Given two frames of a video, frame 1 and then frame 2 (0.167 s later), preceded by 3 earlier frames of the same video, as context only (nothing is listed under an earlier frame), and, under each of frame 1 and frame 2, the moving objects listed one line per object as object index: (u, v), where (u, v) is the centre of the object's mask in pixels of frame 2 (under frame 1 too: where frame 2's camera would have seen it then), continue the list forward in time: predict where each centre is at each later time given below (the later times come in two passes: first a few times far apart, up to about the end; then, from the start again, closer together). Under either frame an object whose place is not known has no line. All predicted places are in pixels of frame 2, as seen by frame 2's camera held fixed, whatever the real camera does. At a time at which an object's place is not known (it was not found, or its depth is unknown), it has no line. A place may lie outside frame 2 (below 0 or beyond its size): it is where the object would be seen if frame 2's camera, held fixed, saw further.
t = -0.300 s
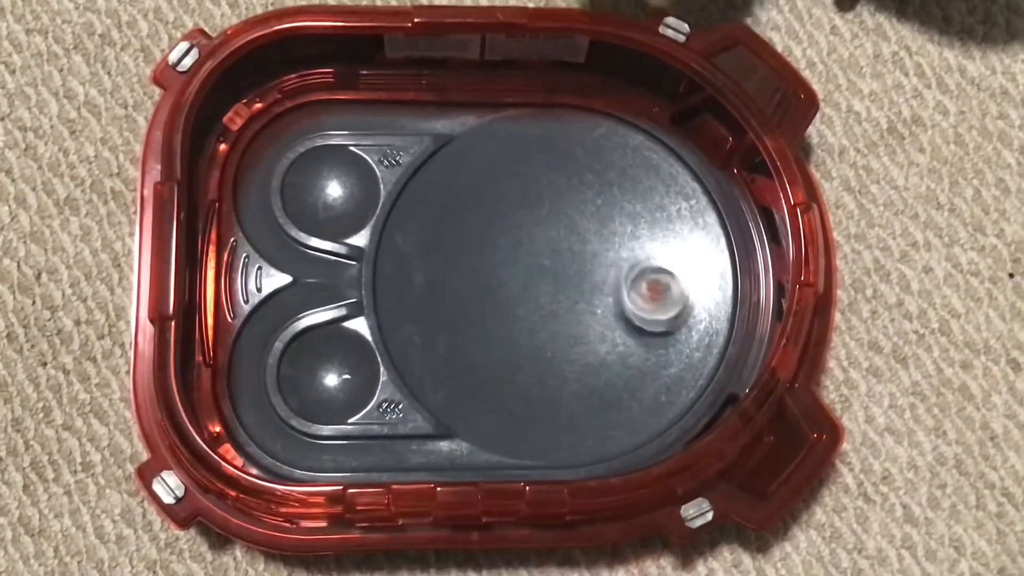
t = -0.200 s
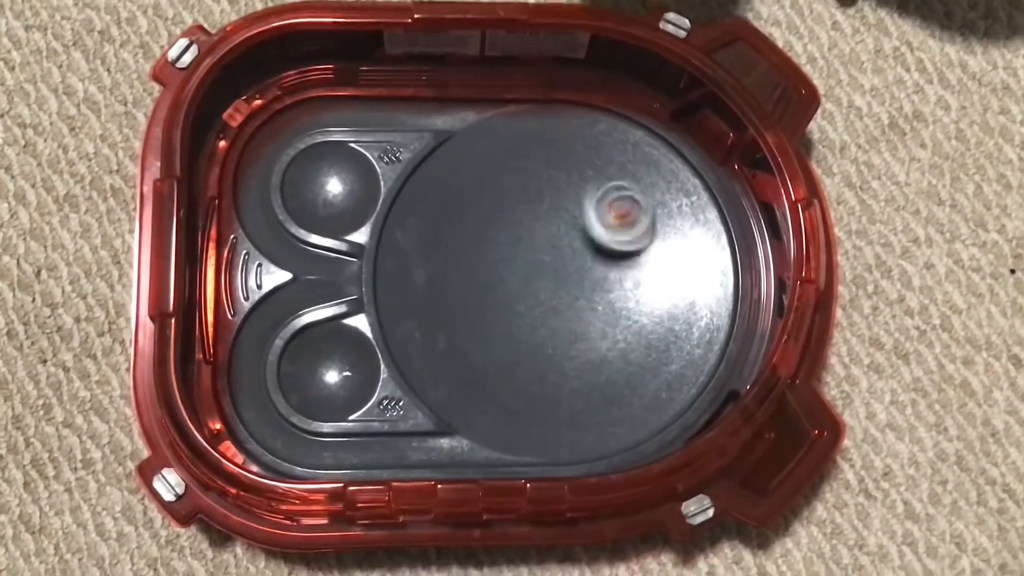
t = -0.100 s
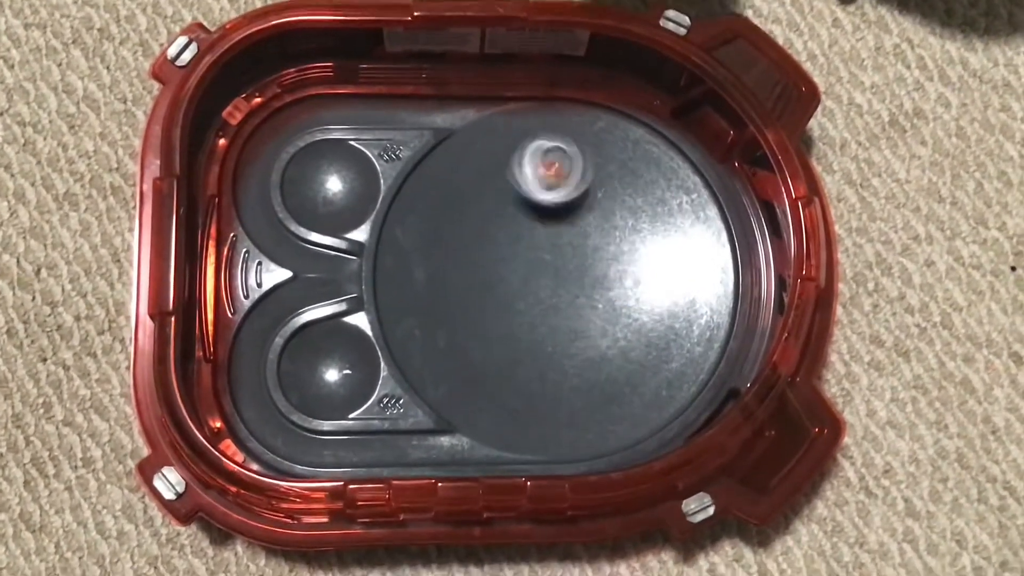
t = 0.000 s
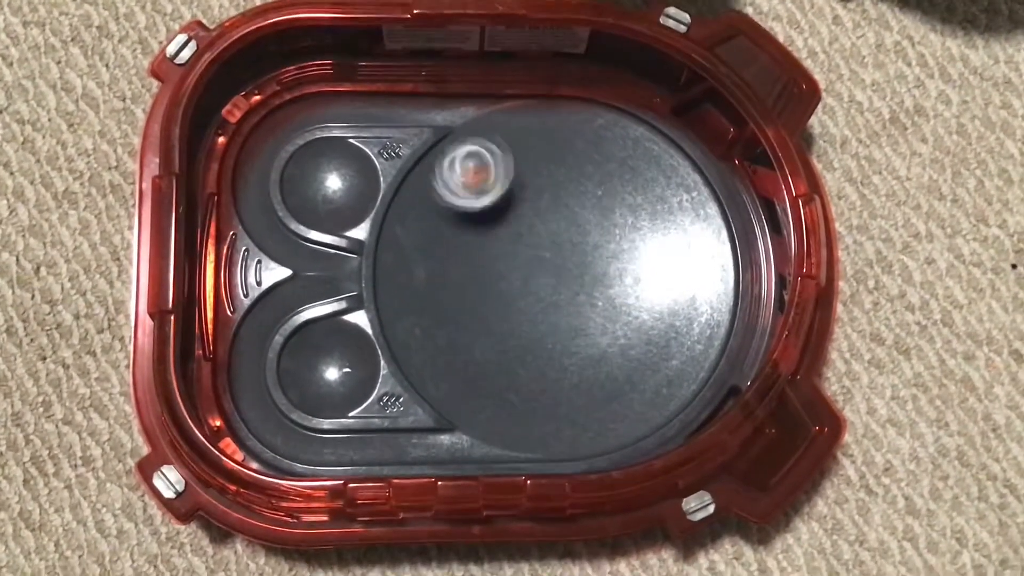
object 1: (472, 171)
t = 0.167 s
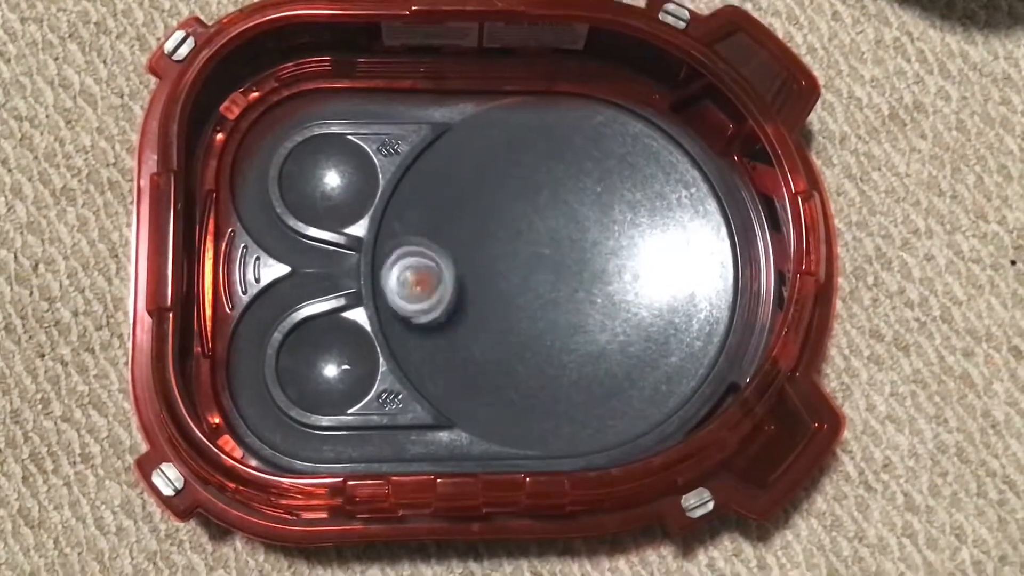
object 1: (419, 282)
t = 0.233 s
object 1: (446, 331)
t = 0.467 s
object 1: (629, 343)
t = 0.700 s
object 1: (666, 184)
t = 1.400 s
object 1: (630, 400)
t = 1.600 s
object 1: (670, 266)
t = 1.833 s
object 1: (531, 163)
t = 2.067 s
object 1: (413, 258)
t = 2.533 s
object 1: (678, 299)
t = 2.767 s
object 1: (633, 155)
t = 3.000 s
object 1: (480, 208)
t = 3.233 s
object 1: (476, 368)
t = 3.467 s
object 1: (620, 389)
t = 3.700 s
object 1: (641, 235)
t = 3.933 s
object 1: (517, 148)
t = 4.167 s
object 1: (440, 260)
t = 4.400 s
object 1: (559, 365)
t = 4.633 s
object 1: (684, 305)
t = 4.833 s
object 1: (637, 195)
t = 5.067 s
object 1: (488, 208)
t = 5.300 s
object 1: (446, 335)
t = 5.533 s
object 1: (576, 374)
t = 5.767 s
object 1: (651, 253)
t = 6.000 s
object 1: (577, 149)
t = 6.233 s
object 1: (476, 234)
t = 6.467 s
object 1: (525, 365)
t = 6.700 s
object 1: (643, 355)
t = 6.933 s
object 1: (616, 228)
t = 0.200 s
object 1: (429, 307)
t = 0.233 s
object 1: (446, 331)
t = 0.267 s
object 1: (469, 348)
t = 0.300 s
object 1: (494, 361)
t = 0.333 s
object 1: (523, 372)
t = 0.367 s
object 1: (551, 374)
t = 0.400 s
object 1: (580, 370)
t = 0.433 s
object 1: (607, 361)
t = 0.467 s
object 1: (629, 343)
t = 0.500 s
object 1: (650, 326)
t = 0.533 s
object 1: (664, 308)
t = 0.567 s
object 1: (675, 284)
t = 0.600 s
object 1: (684, 258)
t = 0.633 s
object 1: (686, 231)
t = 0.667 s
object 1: (678, 208)
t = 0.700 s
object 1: (666, 184)
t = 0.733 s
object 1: (650, 165)
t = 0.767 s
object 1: (627, 147)
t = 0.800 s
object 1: (603, 140)
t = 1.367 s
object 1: (608, 410)
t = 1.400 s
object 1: (630, 400)
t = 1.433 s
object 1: (649, 385)
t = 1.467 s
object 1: (665, 365)
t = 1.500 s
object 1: (674, 341)
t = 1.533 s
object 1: (679, 319)
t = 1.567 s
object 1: (677, 293)
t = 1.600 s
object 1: (670, 266)
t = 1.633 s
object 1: (656, 241)
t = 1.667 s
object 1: (644, 221)
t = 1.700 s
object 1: (625, 201)
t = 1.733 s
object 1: (604, 186)
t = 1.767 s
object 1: (581, 173)
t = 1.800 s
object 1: (556, 166)
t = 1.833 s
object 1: (531, 163)
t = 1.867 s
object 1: (507, 163)
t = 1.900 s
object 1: (482, 168)
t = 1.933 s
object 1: (460, 179)
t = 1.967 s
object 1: (441, 192)
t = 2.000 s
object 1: (426, 211)
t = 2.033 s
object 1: (416, 234)
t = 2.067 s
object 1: (413, 258)
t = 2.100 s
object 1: (414, 282)
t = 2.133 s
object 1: (424, 307)
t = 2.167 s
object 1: (438, 329)
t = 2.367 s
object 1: (584, 371)
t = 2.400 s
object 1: (609, 362)
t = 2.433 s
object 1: (632, 344)
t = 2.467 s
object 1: (649, 330)
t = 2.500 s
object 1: (666, 318)
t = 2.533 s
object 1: (678, 299)
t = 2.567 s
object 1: (686, 275)
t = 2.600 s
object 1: (693, 251)
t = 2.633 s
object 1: (690, 227)
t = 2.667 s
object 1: (682, 205)
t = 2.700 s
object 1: (671, 186)
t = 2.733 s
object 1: (654, 167)
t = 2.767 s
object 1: (633, 155)
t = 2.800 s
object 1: (611, 149)
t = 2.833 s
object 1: (585, 147)
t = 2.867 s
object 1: (561, 151)
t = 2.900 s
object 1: (537, 159)
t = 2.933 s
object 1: (516, 173)
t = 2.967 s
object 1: (497, 189)
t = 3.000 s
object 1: (480, 208)
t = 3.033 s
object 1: (468, 231)
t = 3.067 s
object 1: (459, 253)
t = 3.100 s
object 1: (453, 276)
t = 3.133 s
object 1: (453, 302)
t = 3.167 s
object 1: (456, 326)
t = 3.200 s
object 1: (463, 348)
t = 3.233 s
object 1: (476, 368)
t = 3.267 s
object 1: (491, 386)
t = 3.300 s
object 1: (510, 399)
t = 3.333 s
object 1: (533, 407)
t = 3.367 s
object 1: (555, 411)
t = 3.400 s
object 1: (580, 409)
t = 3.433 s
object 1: (601, 401)
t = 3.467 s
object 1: (620, 389)
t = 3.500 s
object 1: (637, 369)
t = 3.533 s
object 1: (647, 349)
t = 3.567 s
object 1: (653, 325)
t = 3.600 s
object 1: (656, 305)
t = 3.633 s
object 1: (653, 278)
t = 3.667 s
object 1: (648, 255)
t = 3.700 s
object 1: (641, 235)
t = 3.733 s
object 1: (629, 211)
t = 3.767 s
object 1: (616, 195)
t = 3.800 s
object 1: (599, 179)
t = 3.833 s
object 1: (581, 166)
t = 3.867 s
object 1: (560, 156)
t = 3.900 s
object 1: (540, 150)
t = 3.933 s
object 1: (517, 148)
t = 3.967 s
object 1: (496, 153)
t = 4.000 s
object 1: (475, 161)
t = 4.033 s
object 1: (460, 175)
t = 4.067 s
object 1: (448, 193)
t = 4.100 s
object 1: (440, 215)
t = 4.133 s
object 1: (438, 238)
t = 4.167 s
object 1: (440, 260)
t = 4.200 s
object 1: (448, 283)
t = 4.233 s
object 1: (459, 304)
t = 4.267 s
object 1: (476, 324)
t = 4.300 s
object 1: (495, 338)
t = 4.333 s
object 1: (514, 351)
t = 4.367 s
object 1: (535, 360)
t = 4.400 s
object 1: (559, 365)
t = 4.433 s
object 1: (582, 368)
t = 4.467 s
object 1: (605, 367)
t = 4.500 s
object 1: (626, 360)
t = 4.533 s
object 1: (647, 350)
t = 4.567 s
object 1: (664, 334)
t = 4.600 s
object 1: (677, 321)
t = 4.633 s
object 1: (684, 305)
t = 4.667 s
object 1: (690, 285)
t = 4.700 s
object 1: (690, 264)
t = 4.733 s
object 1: (683, 243)
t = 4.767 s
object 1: (673, 226)
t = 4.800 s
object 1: (656, 210)
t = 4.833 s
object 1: (637, 195)
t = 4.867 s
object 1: (617, 187)
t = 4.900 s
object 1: (593, 181)
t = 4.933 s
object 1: (572, 180)
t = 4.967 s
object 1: (548, 181)
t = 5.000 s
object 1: (526, 187)
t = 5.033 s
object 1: (506, 196)
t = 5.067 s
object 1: (488, 208)
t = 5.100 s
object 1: (471, 220)
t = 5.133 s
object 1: (456, 237)
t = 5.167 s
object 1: (447, 254)
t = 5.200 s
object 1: (439, 274)
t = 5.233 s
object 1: (438, 295)
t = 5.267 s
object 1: (438, 315)
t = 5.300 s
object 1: (446, 335)
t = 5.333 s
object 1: (457, 352)
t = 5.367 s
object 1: (473, 366)
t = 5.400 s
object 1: (492, 377)
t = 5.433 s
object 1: (513, 383)
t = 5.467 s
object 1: (535, 383)
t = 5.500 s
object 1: (554, 381)
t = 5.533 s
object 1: (576, 374)
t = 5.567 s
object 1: (595, 362)
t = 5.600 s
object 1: (612, 348)
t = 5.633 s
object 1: (626, 328)
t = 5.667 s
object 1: (636, 314)
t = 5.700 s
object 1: (644, 294)
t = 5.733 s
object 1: (649, 275)
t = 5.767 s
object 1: (651, 253)
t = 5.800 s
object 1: (651, 234)
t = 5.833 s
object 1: (646, 215)
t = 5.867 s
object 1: (639, 196)
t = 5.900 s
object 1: (628, 180)
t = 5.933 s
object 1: (612, 166)
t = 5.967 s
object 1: (596, 156)
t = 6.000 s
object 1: (577, 149)
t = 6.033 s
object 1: (558, 150)
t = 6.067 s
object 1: (539, 154)
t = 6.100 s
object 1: (521, 163)
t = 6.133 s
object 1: (504, 176)
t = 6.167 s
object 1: (492, 194)
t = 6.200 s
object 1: (483, 212)
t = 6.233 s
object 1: (476, 234)
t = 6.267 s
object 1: (475, 255)
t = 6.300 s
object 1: (476, 276)
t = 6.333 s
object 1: (480, 296)
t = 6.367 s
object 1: (487, 317)
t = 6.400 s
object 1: (498, 334)
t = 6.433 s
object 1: (508, 351)
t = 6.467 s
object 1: (525, 365)
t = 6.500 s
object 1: (540, 375)
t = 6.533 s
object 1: (558, 382)
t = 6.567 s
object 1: (576, 387)
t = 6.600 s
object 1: (596, 385)
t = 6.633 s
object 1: (612, 381)
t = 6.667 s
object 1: (631, 370)
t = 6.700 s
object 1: (643, 355)
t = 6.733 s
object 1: (649, 336)
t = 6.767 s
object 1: (656, 316)
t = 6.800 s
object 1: (654, 299)
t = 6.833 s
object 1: (647, 276)
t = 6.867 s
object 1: (638, 259)
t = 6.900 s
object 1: (629, 242)
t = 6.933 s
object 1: (616, 228)
